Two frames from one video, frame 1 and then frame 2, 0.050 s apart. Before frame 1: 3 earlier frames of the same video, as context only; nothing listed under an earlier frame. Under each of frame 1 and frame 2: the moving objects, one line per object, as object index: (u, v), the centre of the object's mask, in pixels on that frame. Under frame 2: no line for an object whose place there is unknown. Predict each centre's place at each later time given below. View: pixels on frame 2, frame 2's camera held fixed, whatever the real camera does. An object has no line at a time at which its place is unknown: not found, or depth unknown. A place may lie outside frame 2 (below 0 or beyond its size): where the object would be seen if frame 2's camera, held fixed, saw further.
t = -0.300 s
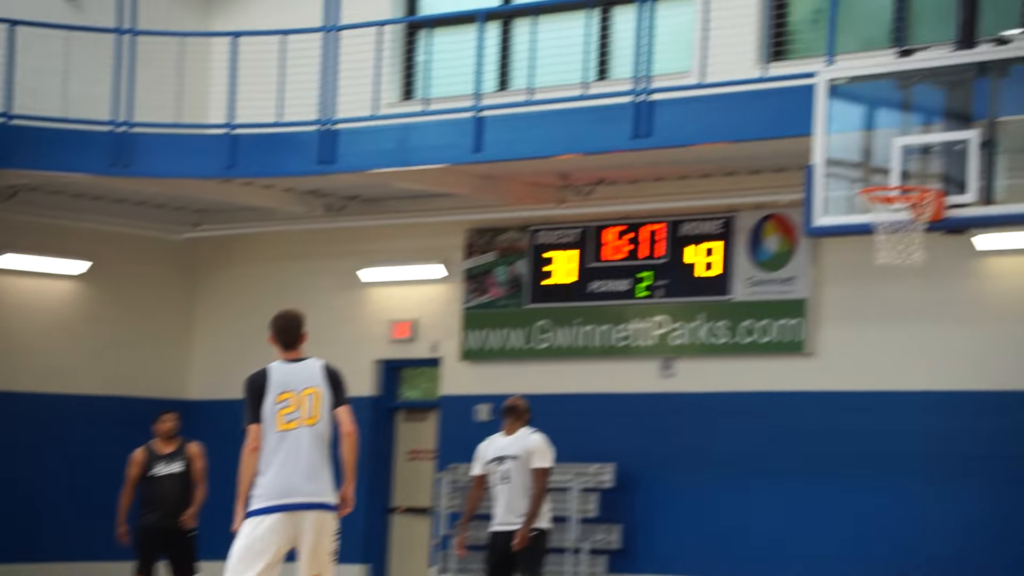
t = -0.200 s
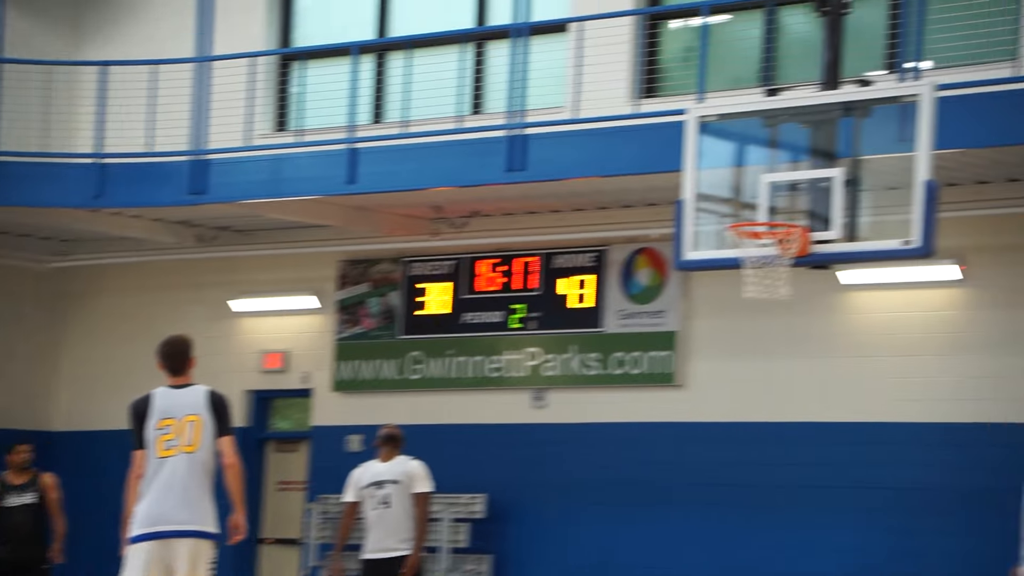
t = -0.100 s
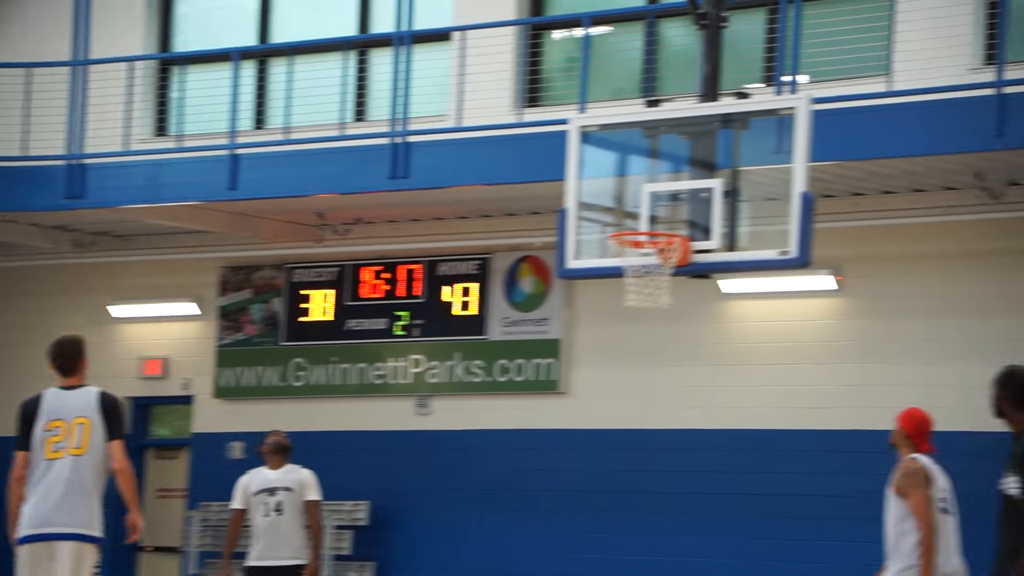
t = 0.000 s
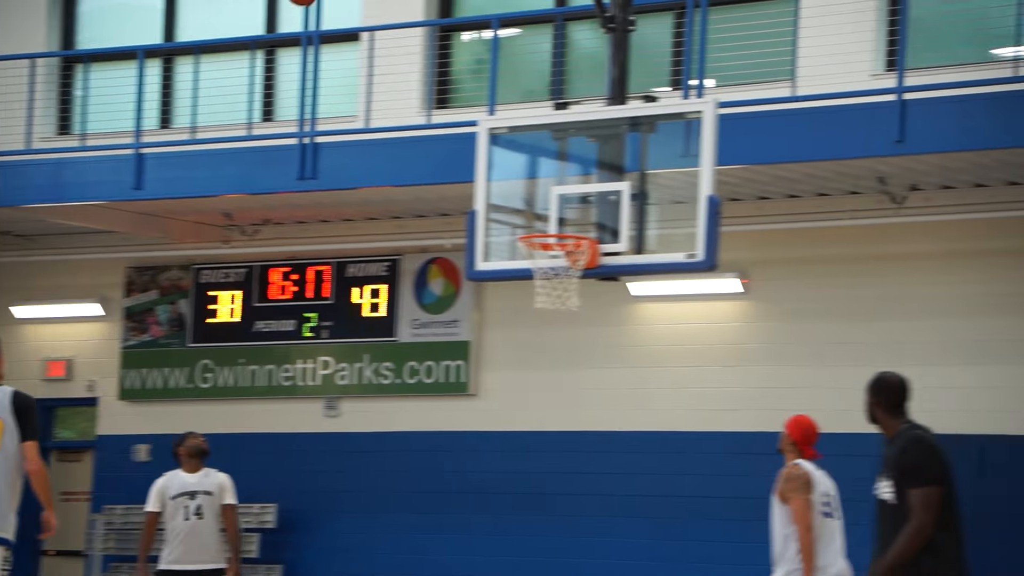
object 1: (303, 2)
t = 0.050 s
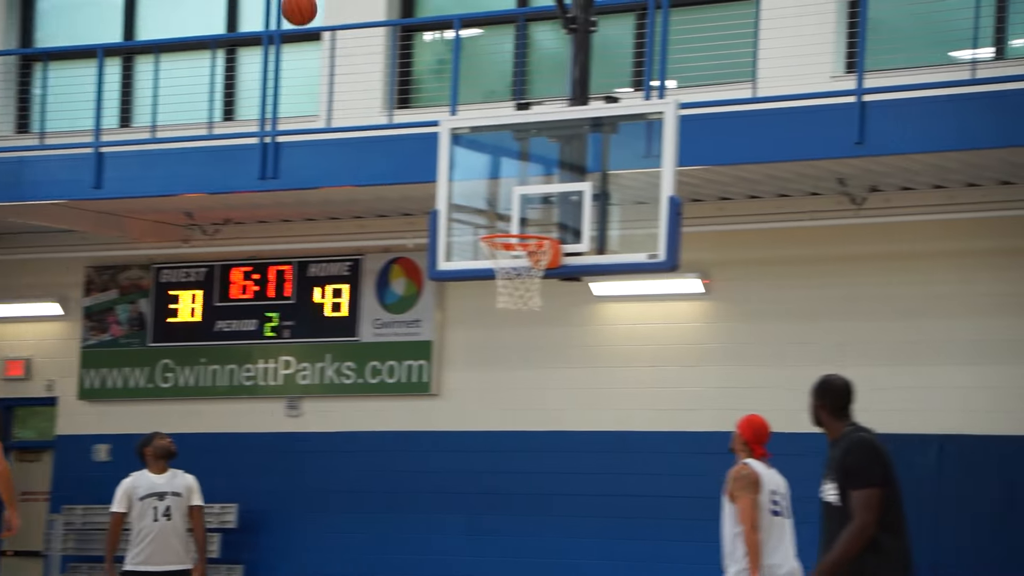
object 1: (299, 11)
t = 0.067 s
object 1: (312, 17)
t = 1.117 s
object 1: (133, 185)
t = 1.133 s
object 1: (124, 193)
